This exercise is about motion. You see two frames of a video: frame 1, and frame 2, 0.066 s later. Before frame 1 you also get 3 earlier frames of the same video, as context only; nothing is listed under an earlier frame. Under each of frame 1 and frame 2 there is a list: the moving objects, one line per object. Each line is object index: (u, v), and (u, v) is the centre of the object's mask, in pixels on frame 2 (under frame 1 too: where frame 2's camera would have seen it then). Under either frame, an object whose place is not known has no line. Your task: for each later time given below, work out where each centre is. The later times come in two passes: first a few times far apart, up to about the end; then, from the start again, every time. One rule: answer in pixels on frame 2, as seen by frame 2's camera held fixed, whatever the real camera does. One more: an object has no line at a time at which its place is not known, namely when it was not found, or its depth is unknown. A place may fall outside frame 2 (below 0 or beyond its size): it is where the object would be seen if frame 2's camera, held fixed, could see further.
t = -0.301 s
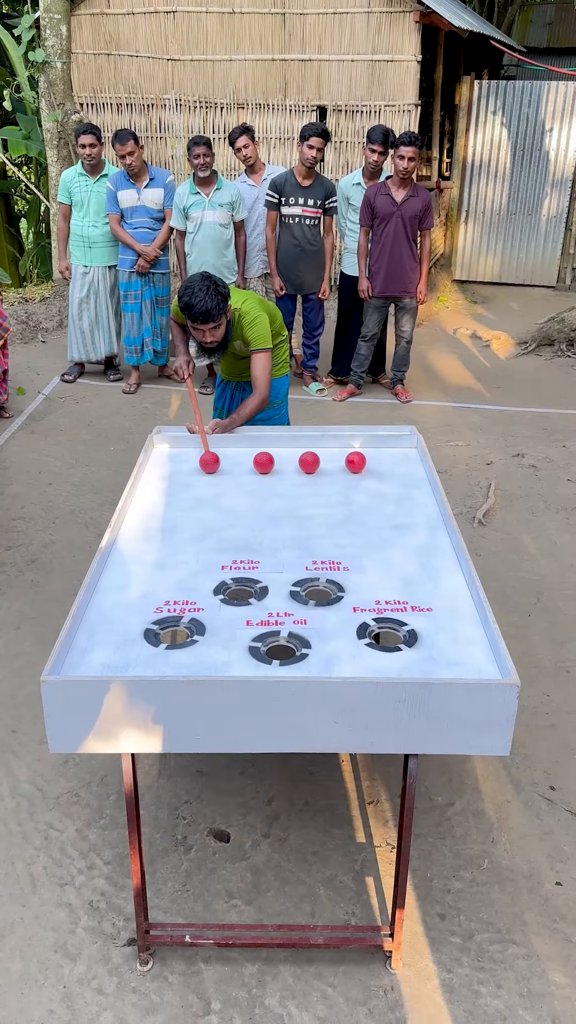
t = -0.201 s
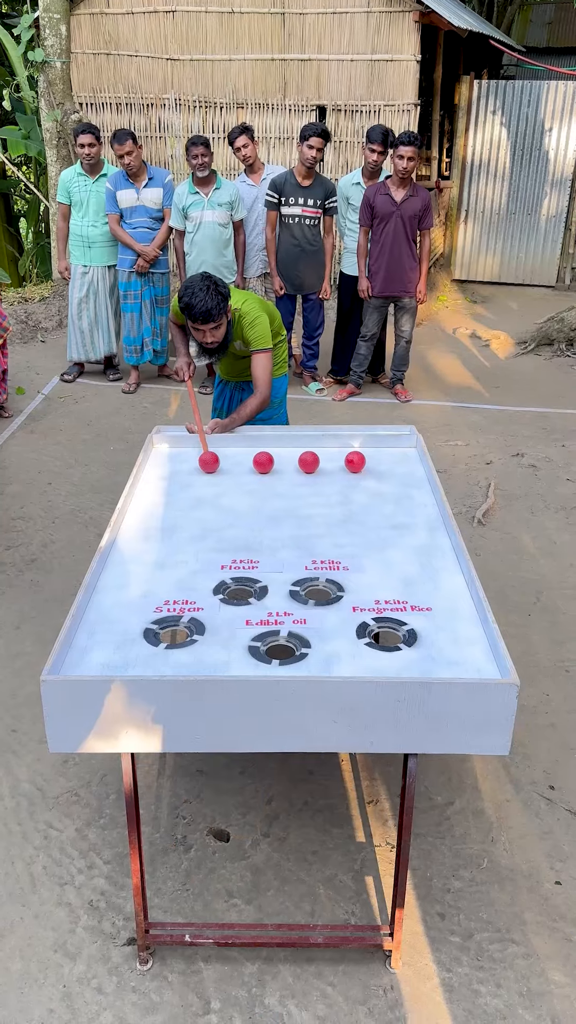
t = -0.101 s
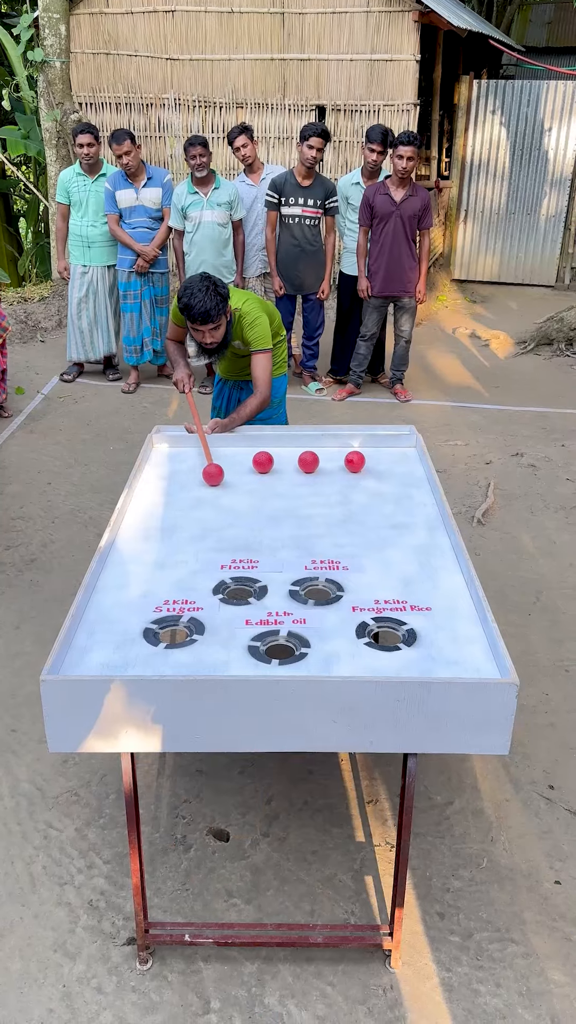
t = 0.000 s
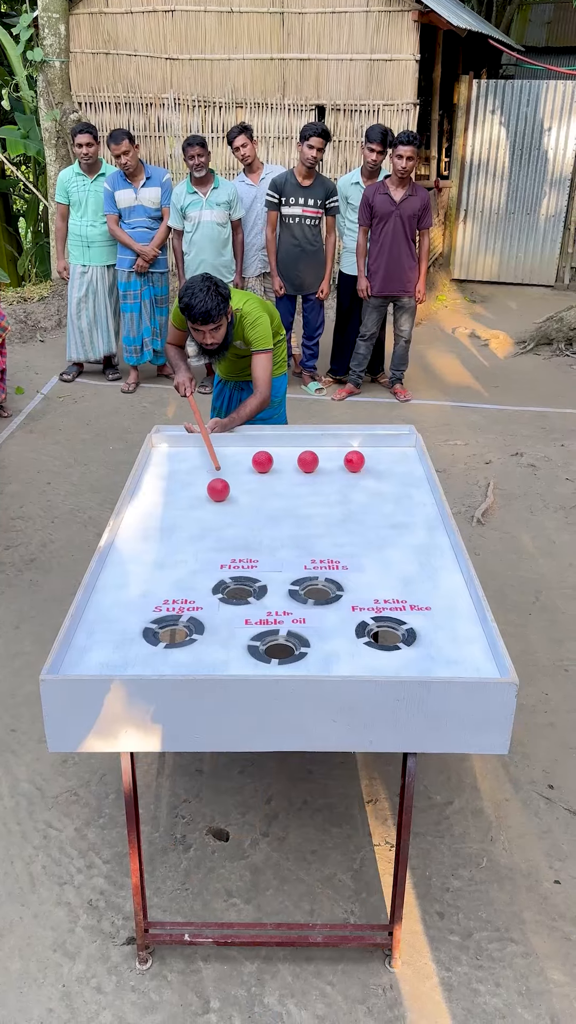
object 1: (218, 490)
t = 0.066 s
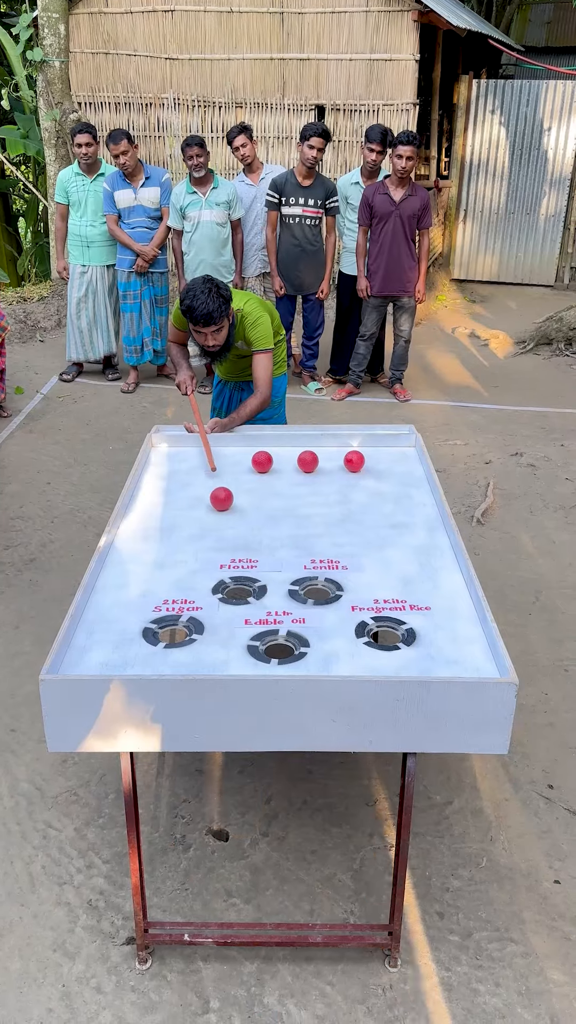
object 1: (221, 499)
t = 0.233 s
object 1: (231, 522)
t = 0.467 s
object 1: (247, 558)
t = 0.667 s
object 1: (261, 590)
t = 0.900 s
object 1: (280, 634)
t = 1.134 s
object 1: (272, 638)
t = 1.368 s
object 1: (278, 644)
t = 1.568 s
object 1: (279, 645)
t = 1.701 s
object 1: (279, 645)
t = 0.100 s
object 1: (223, 503)
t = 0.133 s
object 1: (225, 508)
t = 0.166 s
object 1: (227, 513)
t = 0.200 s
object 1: (229, 518)
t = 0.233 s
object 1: (231, 522)
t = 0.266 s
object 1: (233, 527)
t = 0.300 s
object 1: (235, 532)
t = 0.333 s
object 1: (237, 537)
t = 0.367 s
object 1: (240, 542)
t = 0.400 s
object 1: (242, 547)
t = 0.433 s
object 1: (244, 552)
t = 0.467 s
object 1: (247, 558)
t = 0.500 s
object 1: (249, 563)
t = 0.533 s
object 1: (252, 568)
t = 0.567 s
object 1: (254, 573)
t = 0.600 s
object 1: (257, 579)
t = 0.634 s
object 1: (259, 584)
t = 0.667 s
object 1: (261, 590)
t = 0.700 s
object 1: (264, 595)
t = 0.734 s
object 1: (266, 601)
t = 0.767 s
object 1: (269, 606)
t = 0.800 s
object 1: (272, 612)
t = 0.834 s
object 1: (274, 618)
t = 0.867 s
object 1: (277, 624)
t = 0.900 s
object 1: (280, 634)
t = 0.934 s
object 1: (280, 643)
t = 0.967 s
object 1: (274, 641)
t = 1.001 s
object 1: (270, 639)
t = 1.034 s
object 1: (268, 638)
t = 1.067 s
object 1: (268, 637)
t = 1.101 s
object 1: (269, 637)
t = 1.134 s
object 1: (272, 638)
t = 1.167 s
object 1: (277, 641)
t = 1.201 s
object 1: (280, 644)
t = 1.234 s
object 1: (278, 643)
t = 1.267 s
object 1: (276, 643)
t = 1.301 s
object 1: (278, 643)
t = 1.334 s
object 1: (280, 644)
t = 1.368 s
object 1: (278, 644)
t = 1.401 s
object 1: (279, 644)
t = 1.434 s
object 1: (279, 645)
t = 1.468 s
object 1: (279, 645)
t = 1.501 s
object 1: (279, 645)
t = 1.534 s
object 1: (279, 645)
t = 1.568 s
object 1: (279, 645)
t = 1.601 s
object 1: (279, 645)
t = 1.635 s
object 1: (279, 645)
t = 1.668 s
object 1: (279, 645)
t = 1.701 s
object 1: (279, 645)
